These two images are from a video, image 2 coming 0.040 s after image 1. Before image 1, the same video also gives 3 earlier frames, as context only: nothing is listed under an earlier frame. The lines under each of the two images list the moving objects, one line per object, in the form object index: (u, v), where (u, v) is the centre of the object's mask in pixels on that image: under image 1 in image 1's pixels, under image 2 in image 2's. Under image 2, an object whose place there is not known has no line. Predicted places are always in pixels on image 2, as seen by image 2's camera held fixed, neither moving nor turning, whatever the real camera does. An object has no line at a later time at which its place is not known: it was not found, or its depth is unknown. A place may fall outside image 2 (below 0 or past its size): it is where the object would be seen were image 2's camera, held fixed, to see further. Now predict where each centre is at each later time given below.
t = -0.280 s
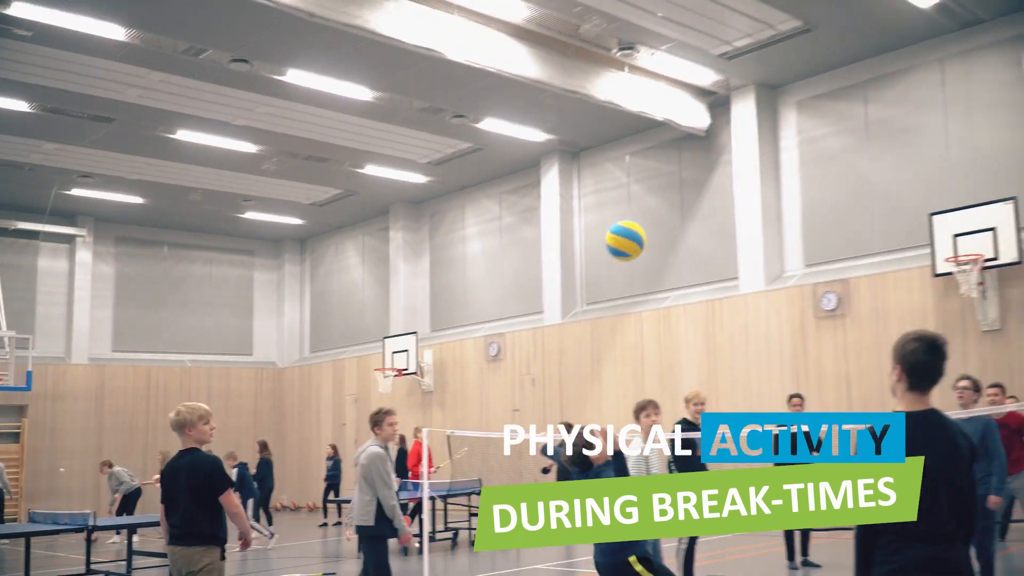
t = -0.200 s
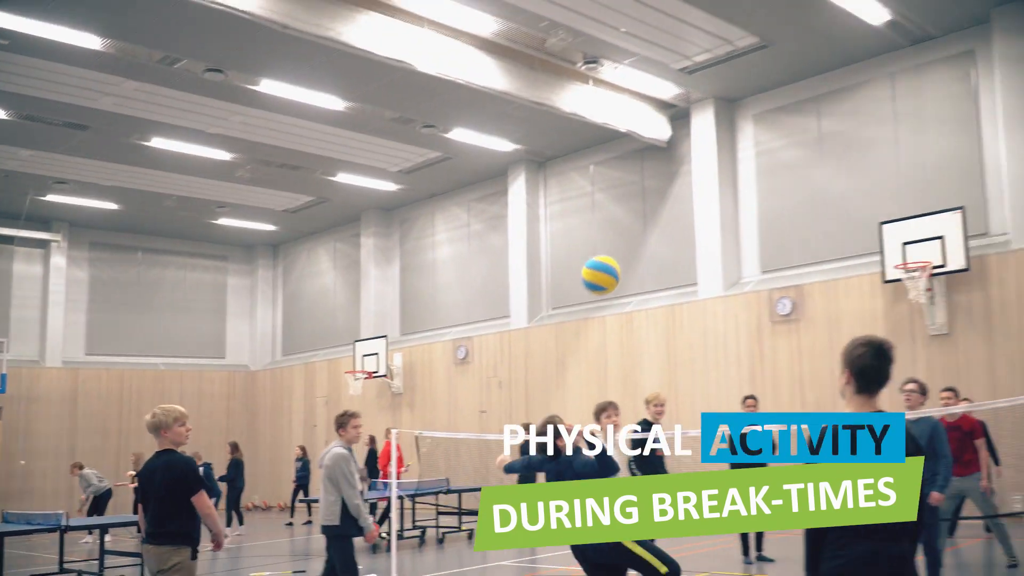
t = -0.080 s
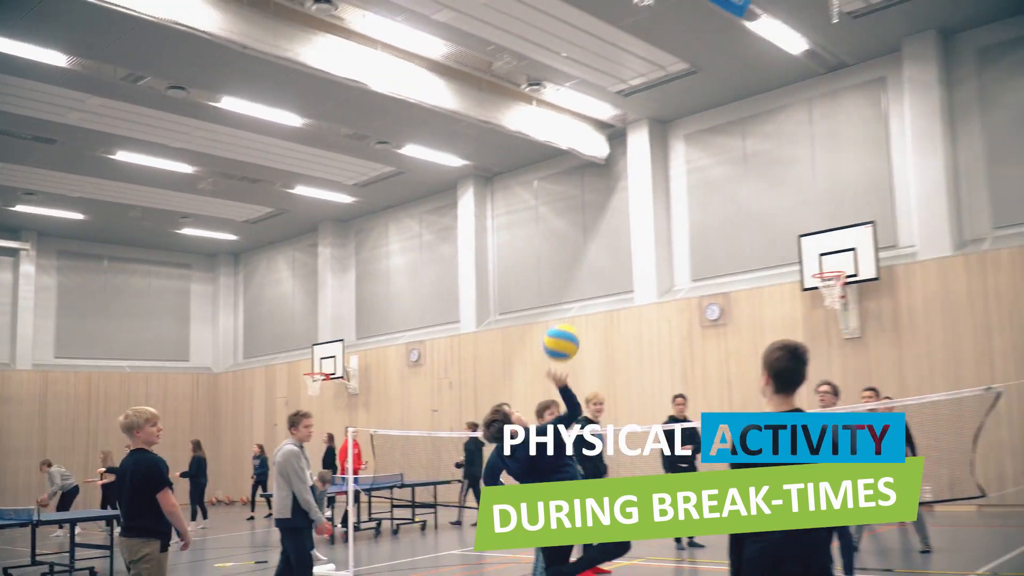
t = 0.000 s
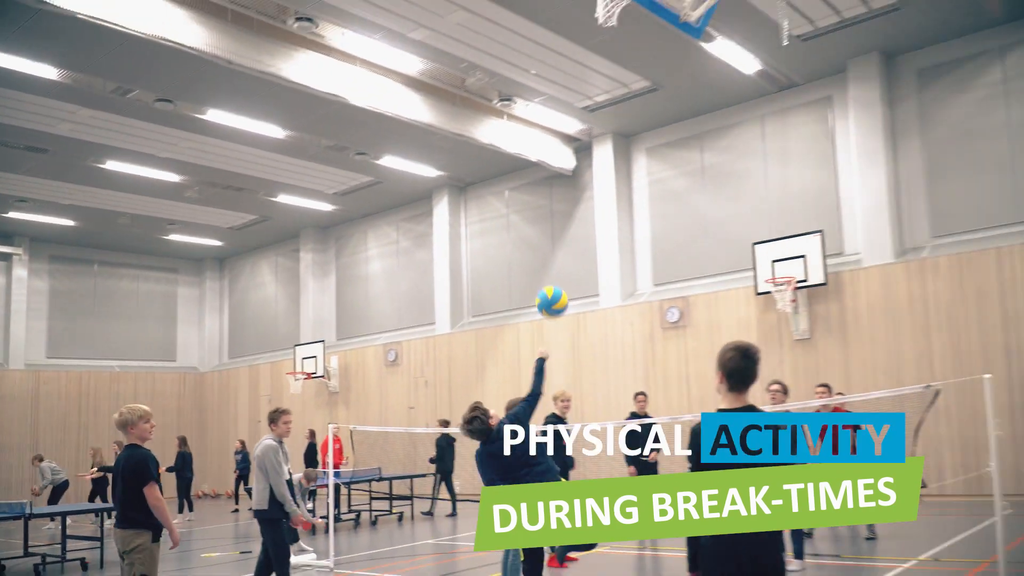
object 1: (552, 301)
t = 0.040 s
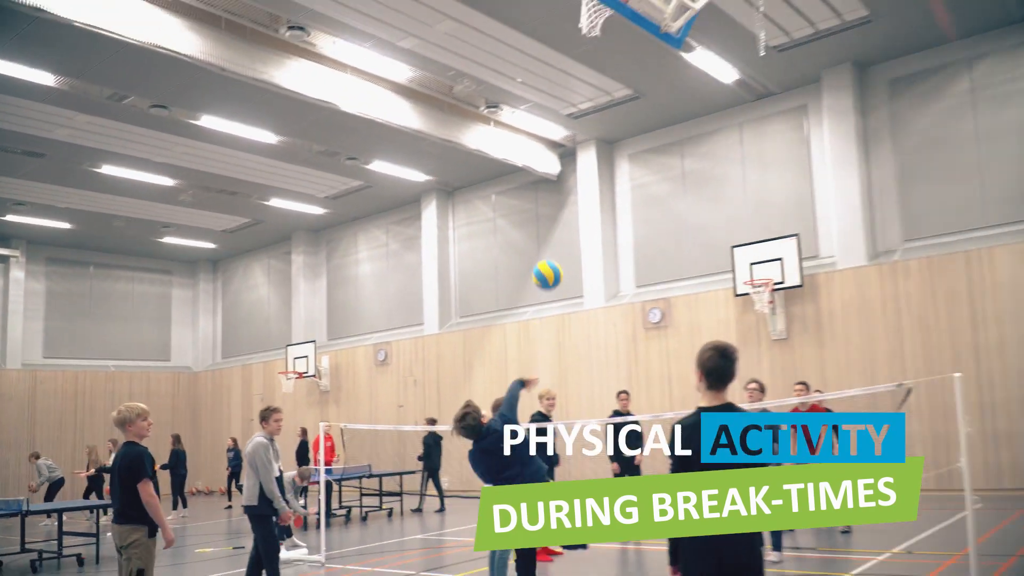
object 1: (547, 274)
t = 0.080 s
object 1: (557, 250)
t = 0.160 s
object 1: (575, 211)
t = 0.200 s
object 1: (583, 196)
